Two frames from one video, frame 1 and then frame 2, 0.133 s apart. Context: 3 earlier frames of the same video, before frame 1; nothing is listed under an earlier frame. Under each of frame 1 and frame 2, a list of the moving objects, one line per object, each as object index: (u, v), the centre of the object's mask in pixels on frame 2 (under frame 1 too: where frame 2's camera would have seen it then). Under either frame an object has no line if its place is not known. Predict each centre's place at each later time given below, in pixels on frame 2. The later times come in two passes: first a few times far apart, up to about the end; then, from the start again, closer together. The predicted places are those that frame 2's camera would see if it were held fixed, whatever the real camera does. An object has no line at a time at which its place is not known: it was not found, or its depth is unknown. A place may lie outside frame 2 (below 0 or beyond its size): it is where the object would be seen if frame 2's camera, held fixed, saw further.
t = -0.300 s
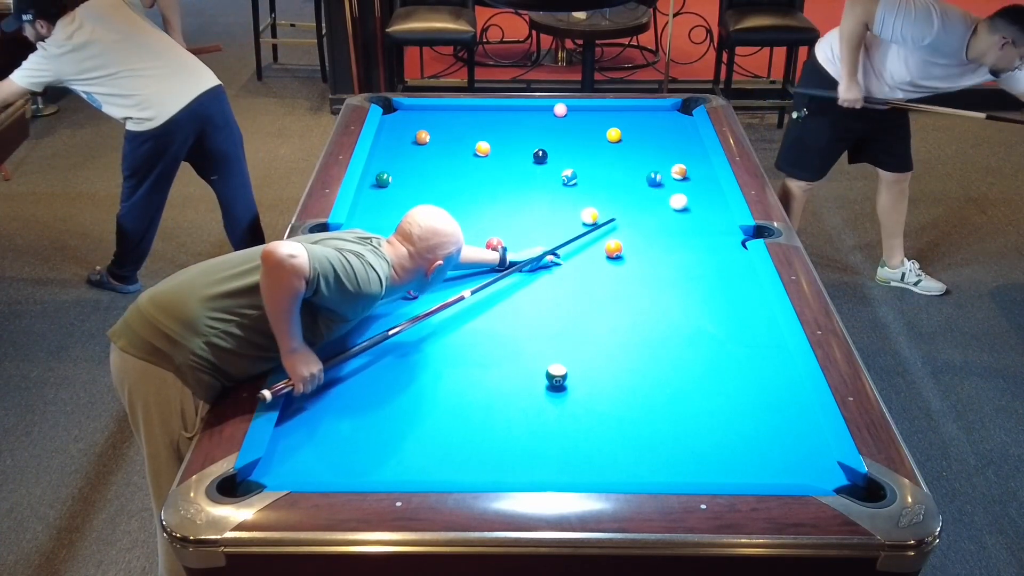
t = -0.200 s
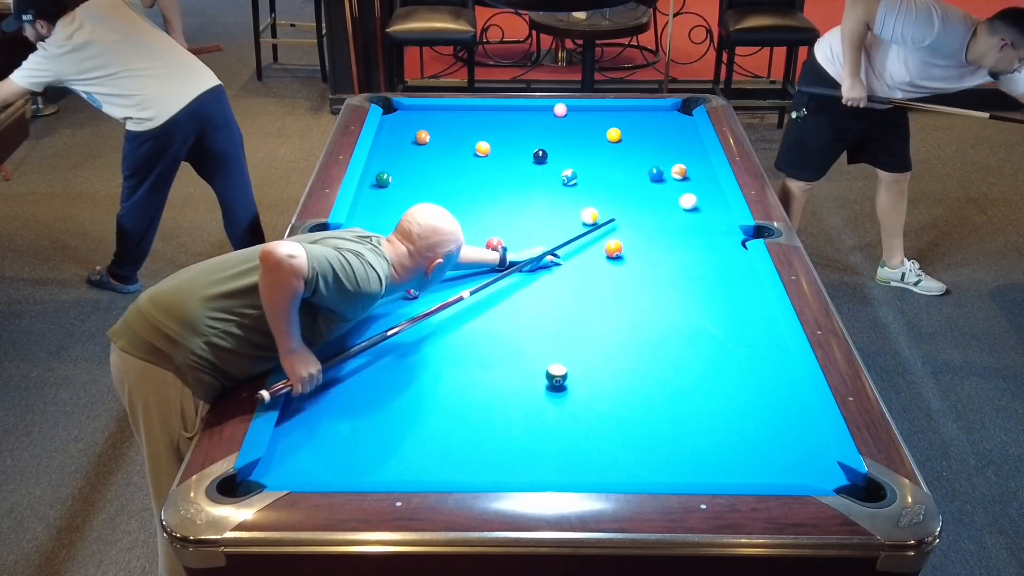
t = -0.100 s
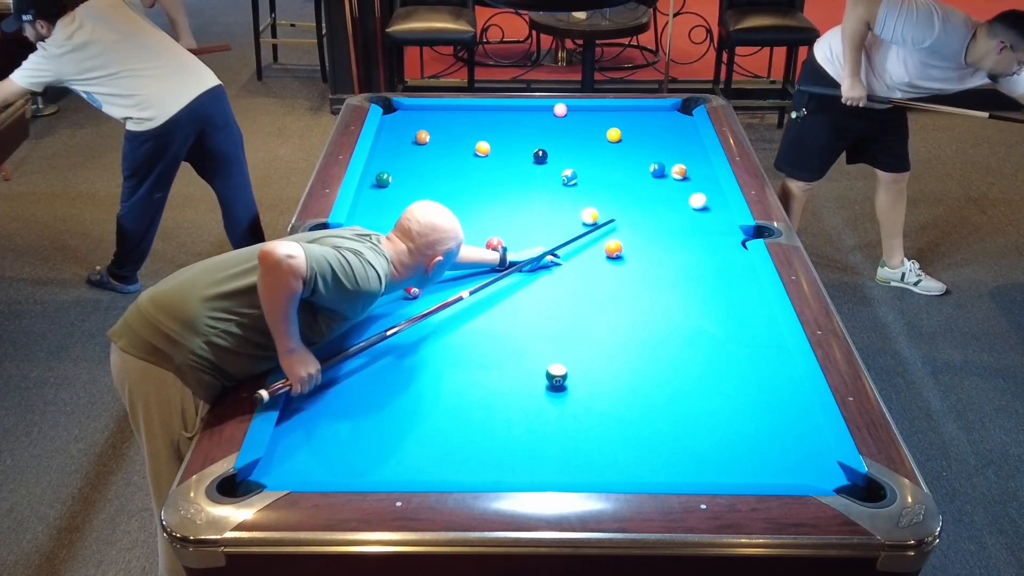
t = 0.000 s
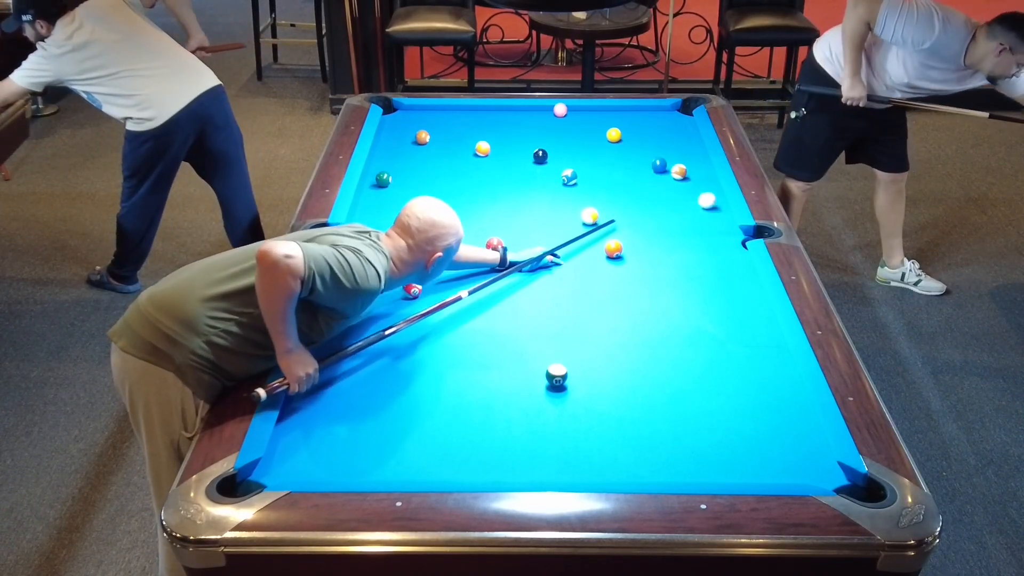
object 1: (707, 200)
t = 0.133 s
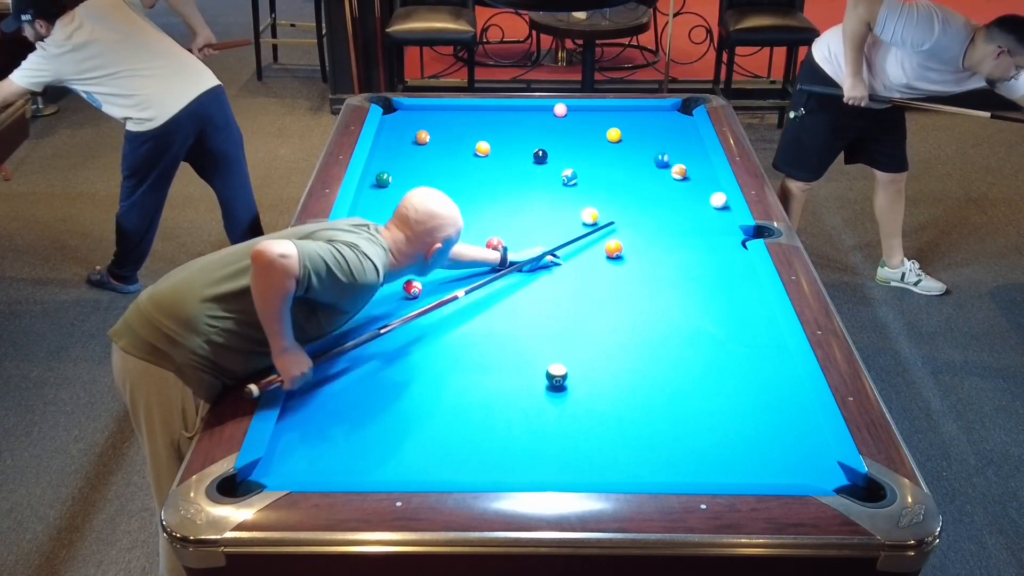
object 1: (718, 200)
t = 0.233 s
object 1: (714, 200)
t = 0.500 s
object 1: (703, 202)
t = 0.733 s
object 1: (694, 203)
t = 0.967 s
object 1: (686, 204)
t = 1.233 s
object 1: (679, 205)
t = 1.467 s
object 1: (674, 205)
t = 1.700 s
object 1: (670, 206)
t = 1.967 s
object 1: (667, 206)
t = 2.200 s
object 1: (666, 206)
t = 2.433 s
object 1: (665, 206)
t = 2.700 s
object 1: (665, 206)
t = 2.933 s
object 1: (665, 206)
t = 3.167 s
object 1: (665, 206)
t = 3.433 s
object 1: (665, 206)
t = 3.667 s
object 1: (665, 206)
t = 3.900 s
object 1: (665, 206)
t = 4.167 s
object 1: (665, 206)
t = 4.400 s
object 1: (662, 202)
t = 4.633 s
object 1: (665, 206)
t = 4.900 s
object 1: (665, 206)
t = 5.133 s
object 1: (665, 206)
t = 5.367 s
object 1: (665, 206)
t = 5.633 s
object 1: (665, 206)
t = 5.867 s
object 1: (665, 206)
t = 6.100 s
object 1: (665, 206)
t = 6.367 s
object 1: (665, 206)
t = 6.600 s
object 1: (665, 206)
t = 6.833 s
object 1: (665, 206)
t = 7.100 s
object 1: (665, 206)
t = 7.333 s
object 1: (665, 206)
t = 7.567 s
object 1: (665, 206)
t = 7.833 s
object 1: (665, 206)
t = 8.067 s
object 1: (665, 206)
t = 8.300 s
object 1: (665, 206)
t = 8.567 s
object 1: (665, 206)
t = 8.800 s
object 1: (665, 206)
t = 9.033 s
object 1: (665, 206)
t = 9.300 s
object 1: (665, 206)
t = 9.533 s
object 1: (665, 206)
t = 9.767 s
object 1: (665, 206)
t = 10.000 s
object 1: (665, 206)
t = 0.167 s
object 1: (717, 200)
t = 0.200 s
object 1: (715, 200)
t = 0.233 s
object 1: (714, 200)
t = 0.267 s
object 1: (713, 200)
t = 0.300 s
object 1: (711, 201)
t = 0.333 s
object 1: (710, 201)
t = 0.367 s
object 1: (708, 201)
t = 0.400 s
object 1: (706, 201)
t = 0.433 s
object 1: (705, 201)
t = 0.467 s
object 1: (704, 201)
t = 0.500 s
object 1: (703, 202)
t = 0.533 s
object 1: (701, 202)
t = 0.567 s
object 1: (700, 202)
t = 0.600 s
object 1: (699, 202)
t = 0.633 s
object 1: (698, 202)
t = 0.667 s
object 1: (696, 202)
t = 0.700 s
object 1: (695, 202)
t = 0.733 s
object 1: (694, 203)
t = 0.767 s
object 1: (693, 203)
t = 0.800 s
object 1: (692, 203)
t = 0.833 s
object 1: (690, 203)
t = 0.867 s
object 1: (690, 203)
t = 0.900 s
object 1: (689, 203)
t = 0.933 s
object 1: (687, 204)
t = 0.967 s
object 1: (686, 204)
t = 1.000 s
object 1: (685, 204)
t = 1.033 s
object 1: (685, 204)
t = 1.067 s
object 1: (683, 204)
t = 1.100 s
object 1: (683, 204)
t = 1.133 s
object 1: (682, 204)
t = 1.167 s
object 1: (681, 204)
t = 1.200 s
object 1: (680, 204)
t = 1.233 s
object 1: (679, 205)
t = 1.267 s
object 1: (678, 205)
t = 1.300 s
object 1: (678, 205)
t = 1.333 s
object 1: (677, 205)
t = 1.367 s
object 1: (676, 205)
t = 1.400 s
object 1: (675, 205)
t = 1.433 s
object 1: (675, 205)
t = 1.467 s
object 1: (674, 205)
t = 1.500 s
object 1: (674, 205)
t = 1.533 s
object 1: (673, 205)
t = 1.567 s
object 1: (672, 205)
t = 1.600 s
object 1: (672, 206)
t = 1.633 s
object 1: (671, 205)
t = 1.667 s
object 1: (671, 206)
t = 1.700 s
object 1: (670, 206)
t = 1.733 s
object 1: (670, 206)
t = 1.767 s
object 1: (669, 206)
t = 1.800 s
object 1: (669, 206)
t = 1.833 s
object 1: (668, 206)
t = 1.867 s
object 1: (668, 206)
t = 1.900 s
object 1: (668, 206)
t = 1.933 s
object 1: (668, 206)
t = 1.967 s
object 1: (667, 206)
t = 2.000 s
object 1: (667, 206)
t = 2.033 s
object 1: (667, 206)
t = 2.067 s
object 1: (667, 206)
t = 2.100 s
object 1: (666, 206)
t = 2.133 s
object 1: (666, 206)
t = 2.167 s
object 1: (666, 206)
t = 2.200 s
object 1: (666, 206)
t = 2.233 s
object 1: (666, 206)
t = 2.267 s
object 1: (666, 206)
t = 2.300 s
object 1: (666, 206)
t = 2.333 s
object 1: (666, 206)
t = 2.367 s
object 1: (665, 206)
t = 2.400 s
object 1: (665, 206)
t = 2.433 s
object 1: (665, 206)
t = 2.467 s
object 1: (665, 206)
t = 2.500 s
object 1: (665, 206)
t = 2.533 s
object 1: (665, 206)
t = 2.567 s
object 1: (665, 206)
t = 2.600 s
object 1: (665, 206)
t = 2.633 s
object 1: (665, 206)
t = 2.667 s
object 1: (665, 206)
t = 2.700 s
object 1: (665, 206)
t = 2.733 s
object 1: (665, 206)
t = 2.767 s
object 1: (665, 206)
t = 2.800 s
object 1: (665, 206)
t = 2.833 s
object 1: (665, 206)
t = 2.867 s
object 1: (665, 206)
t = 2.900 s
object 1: (665, 206)
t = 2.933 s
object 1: (665, 206)
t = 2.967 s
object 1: (665, 206)
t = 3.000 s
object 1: (665, 206)
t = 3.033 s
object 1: (665, 206)
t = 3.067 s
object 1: (665, 206)
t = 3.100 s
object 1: (665, 206)
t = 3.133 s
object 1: (665, 206)
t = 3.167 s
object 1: (665, 206)
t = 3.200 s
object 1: (665, 206)
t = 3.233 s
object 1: (665, 206)
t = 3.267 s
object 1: (665, 206)
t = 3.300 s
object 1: (665, 206)
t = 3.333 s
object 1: (665, 206)
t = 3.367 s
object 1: (665, 206)
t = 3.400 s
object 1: (665, 206)
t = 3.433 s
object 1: (665, 206)
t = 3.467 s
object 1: (665, 206)
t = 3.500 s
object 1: (665, 206)
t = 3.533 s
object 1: (665, 206)
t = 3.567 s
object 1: (665, 206)
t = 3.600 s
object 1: (665, 206)
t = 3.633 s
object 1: (665, 206)
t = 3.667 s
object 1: (665, 206)
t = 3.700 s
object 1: (665, 206)
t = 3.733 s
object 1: (665, 206)
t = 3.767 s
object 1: (665, 206)
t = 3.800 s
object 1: (665, 206)
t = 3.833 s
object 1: (665, 206)
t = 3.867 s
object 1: (665, 206)
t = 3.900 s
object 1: (665, 206)
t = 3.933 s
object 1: (665, 206)
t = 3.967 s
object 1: (665, 206)
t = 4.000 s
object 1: (665, 206)
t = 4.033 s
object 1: (665, 206)
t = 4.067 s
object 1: (665, 206)
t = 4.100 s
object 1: (665, 206)
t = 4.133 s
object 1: (665, 206)
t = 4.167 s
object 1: (665, 206)
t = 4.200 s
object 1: (665, 206)
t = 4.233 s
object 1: (665, 206)
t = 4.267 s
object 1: (665, 206)
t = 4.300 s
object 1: (667, 203)
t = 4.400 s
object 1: (662, 202)
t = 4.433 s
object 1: (665, 205)
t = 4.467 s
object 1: (665, 206)
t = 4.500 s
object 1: (665, 206)
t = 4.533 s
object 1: (665, 206)
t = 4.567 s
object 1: (665, 206)
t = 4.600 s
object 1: (665, 206)
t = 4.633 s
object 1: (665, 206)
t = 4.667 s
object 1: (665, 206)
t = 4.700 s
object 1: (665, 206)
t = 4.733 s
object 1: (665, 206)
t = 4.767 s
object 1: (665, 206)
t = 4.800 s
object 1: (665, 206)
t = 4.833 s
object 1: (665, 206)
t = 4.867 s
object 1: (665, 206)
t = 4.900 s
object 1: (665, 206)
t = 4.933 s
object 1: (665, 206)
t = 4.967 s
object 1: (665, 206)
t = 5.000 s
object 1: (665, 206)
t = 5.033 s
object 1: (665, 206)
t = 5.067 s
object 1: (665, 206)
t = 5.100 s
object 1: (665, 206)
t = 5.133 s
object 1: (665, 206)
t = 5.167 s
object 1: (665, 206)
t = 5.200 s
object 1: (665, 206)
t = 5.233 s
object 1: (665, 206)
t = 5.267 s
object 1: (665, 206)
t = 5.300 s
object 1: (665, 206)
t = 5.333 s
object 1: (665, 206)
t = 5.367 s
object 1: (665, 206)
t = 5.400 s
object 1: (665, 206)
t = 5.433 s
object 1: (665, 206)
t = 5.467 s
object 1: (665, 206)
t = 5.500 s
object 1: (665, 206)
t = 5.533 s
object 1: (665, 206)
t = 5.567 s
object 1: (665, 206)
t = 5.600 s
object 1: (665, 206)
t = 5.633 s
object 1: (665, 206)
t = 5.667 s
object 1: (665, 206)
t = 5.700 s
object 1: (665, 206)
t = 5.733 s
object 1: (665, 206)
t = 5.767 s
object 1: (665, 206)
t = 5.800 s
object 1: (665, 206)
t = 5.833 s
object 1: (665, 206)
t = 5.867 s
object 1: (665, 206)
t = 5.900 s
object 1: (665, 206)
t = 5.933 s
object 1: (665, 206)
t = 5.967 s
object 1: (665, 206)
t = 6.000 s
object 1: (665, 206)
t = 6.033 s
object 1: (665, 206)
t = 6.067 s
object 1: (665, 206)
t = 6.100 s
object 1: (665, 206)
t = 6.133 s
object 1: (665, 206)
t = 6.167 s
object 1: (665, 206)
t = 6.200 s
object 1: (665, 206)
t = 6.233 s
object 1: (665, 206)
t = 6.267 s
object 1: (665, 206)
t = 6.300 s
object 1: (665, 206)
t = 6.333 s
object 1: (665, 206)
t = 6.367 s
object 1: (665, 206)
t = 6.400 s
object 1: (665, 206)
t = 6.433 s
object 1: (665, 206)
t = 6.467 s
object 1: (665, 206)
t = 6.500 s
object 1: (665, 206)
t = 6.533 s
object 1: (665, 206)
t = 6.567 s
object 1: (665, 206)
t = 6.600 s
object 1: (665, 206)
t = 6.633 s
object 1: (665, 206)
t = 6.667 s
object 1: (665, 206)
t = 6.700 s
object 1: (665, 206)
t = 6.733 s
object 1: (665, 206)
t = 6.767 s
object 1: (665, 206)
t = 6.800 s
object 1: (665, 206)
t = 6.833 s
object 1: (665, 206)
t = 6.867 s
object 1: (665, 206)
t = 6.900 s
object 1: (665, 206)
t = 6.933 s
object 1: (665, 206)
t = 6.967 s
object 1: (665, 206)
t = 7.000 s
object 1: (665, 206)
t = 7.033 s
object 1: (665, 206)
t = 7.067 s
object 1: (665, 206)
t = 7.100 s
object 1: (665, 206)
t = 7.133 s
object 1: (665, 206)
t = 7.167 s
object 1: (665, 206)
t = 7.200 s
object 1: (665, 206)
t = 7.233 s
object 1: (665, 206)
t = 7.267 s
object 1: (665, 206)
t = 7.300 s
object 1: (665, 206)
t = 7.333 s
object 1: (665, 206)
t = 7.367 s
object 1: (665, 206)
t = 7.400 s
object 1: (665, 206)
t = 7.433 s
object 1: (665, 206)
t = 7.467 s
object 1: (665, 206)
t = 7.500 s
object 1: (665, 206)
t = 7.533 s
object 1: (665, 206)
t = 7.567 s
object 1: (665, 206)
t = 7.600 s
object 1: (665, 206)
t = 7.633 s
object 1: (665, 206)
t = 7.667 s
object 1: (665, 206)
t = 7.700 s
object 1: (665, 206)
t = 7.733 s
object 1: (665, 206)
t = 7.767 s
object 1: (665, 206)
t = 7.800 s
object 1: (665, 206)
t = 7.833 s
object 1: (665, 206)
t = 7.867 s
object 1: (665, 206)
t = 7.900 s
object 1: (665, 206)
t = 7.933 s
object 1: (665, 206)
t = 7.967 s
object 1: (665, 206)
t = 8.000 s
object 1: (665, 206)
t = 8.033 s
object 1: (665, 206)
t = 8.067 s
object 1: (665, 206)
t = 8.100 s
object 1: (665, 206)
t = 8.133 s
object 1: (665, 206)
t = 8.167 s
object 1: (665, 206)
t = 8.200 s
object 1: (665, 206)
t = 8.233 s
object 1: (665, 206)
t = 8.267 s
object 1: (665, 206)
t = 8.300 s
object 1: (665, 206)
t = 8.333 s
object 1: (665, 206)
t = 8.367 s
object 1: (665, 206)
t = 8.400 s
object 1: (665, 206)
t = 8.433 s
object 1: (665, 206)
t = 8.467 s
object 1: (665, 206)
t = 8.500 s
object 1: (665, 206)
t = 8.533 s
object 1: (665, 206)
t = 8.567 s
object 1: (665, 206)
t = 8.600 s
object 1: (665, 206)
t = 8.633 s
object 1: (665, 206)
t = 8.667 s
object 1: (665, 206)
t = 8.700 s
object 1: (665, 206)
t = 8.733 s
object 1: (665, 206)
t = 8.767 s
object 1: (665, 206)
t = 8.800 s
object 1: (665, 206)
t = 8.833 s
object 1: (665, 206)
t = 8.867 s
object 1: (665, 206)
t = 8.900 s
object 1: (665, 206)
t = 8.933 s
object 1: (665, 206)
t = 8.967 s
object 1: (665, 206)
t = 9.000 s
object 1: (665, 206)
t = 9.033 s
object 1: (665, 206)
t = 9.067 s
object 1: (665, 206)
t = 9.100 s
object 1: (665, 206)
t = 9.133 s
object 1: (665, 206)
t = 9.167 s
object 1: (665, 206)
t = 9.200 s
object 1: (665, 206)
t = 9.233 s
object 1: (665, 206)
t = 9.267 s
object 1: (665, 206)
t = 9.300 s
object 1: (665, 206)
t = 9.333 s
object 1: (665, 206)
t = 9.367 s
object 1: (665, 206)
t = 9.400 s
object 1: (665, 206)
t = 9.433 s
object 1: (665, 206)
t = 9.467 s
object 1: (665, 206)
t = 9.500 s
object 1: (665, 206)
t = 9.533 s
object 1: (665, 206)
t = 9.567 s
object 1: (665, 206)
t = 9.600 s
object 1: (665, 206)
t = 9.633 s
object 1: (665, 206)
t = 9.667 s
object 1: (665, 206)
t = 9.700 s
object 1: (665, 206)
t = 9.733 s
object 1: (665, 206)
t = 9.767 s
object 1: (665, 206)
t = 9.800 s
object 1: (665, 206)
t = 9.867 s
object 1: (665, 206)
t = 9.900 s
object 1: (665, 206)
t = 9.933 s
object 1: (665, 206)
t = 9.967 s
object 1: (665, 206)
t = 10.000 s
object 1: (665, 206)
